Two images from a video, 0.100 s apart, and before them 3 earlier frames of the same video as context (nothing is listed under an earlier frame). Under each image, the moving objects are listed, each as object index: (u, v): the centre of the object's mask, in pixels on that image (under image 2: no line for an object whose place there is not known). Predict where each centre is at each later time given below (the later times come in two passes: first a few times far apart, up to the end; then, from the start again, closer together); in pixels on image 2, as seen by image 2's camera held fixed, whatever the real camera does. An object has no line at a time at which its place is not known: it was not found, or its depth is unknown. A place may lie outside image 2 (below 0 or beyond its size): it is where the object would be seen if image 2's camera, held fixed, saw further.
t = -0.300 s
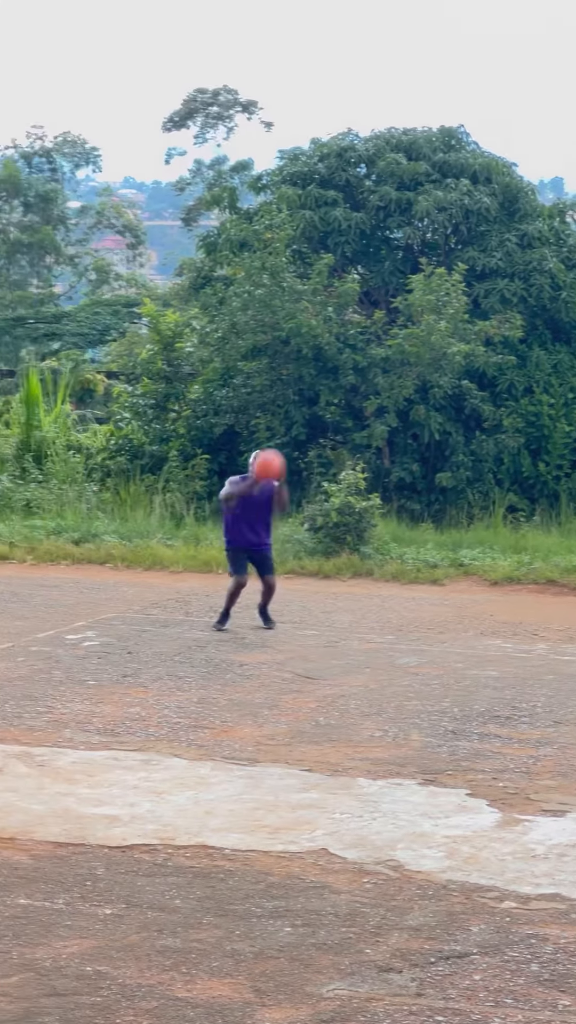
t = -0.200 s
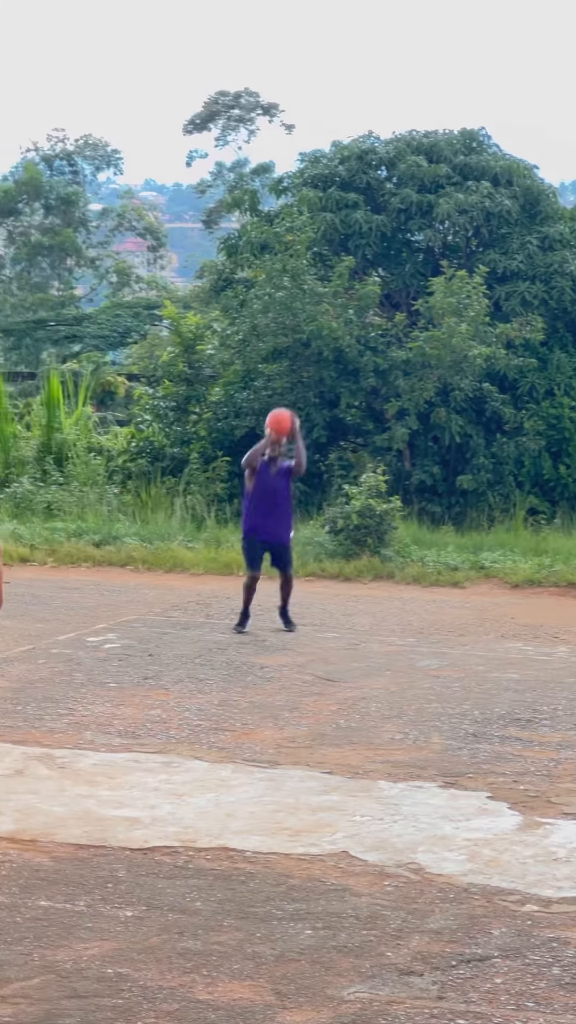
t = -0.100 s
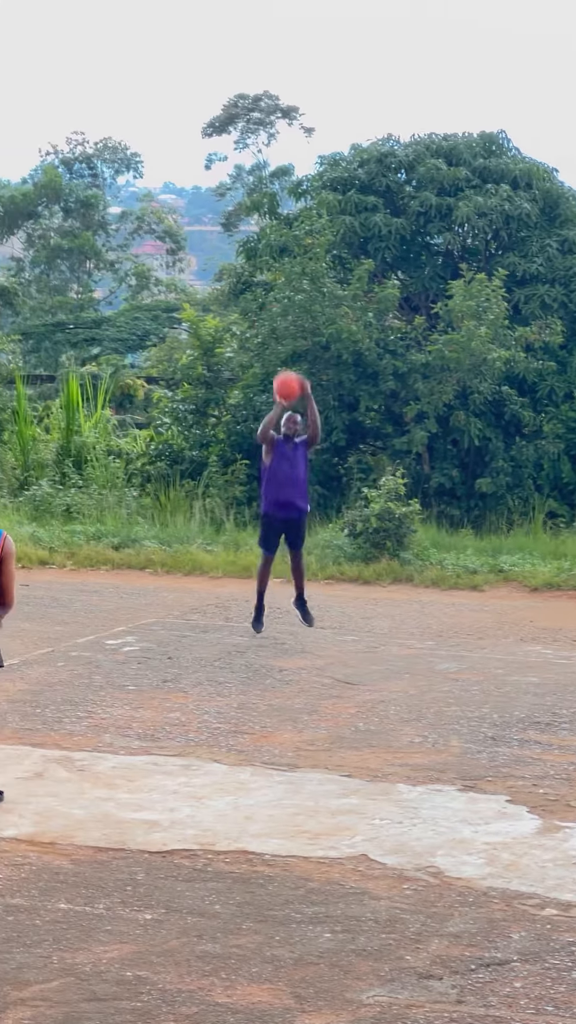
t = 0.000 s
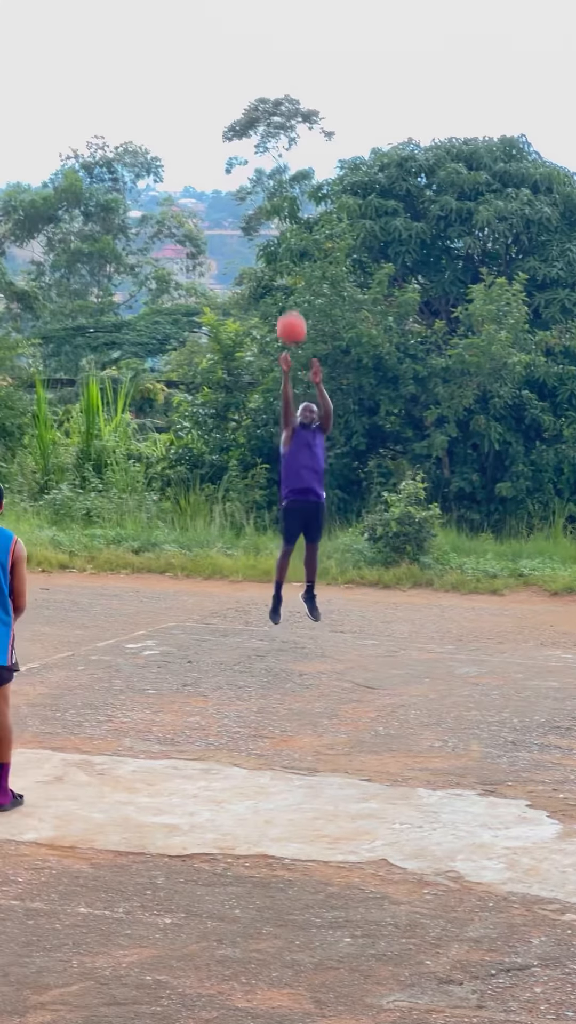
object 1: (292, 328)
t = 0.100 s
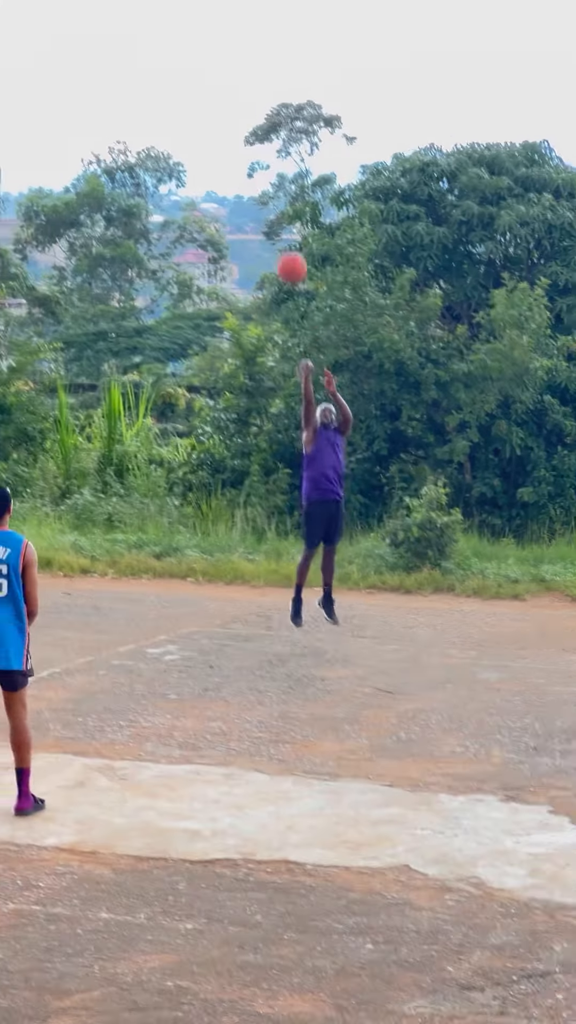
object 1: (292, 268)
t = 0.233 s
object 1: (262, 194)
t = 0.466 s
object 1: (206, 107)
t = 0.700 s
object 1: (141, 90)
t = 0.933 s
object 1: (65, 156)
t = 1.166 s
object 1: (-22, 268)
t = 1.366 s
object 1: (-25, 263)
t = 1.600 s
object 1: (-10, 291)
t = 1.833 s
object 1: (-21, 372)
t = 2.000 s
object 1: (-28, 479)
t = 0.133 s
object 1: (285, 248)
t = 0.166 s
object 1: (277, 229)
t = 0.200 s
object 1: (269, 212)
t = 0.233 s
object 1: (262, 194)
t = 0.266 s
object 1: (254, 178)
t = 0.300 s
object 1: (246, 164)
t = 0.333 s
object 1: (239, 150)
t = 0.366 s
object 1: (231, 137)
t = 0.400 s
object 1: (222, 126)
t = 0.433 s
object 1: (214, 117)
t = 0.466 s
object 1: (206, 107)
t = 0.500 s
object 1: (197, 100)
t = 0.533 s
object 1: (188, 95)
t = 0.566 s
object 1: (180, 90)
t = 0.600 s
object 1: (171, 88)
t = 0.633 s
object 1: (161, 87)
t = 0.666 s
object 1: (151, 87)
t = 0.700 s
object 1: (141, 90)
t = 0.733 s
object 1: (131, 94)
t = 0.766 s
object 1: (121, 99)
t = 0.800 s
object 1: (110, 107)
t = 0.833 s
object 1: (99, 116)
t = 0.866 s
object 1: (88, 128)
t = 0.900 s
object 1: (77, 141)
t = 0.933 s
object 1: (65, 156)
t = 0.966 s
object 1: (53, 175)
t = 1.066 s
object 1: (16, 239)
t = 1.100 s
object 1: (3, 265)
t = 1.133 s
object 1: (-9, 277)
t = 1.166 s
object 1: (-22, 268)
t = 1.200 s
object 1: (-35, 262)
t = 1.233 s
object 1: (-47, 258)
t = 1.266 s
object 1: (-57, 256)
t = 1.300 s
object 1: (-46, 256)
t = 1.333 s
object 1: (-35, 259)
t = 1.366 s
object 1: (-25, 263)
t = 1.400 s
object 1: (-14, 270)
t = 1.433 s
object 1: (-3, 278)
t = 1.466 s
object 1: (3, 284)
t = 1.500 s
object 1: (-1, 283)
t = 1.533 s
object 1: (-4, 284)
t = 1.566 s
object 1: (-7, 287)
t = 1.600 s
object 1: (-10, 291)
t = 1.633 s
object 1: (-13, 298)
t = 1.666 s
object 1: (-15, 306)
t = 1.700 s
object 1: (-17, 316)
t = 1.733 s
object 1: (-18, 328)
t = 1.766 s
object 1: (-20, 341)
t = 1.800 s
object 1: (-21, 356)
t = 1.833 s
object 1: (-21, 372)
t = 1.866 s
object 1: (-23, 390)
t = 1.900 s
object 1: (-24, 409)
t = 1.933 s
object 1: (-26, 431)
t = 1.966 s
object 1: (-27, 454)
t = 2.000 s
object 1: (-28, 479)
